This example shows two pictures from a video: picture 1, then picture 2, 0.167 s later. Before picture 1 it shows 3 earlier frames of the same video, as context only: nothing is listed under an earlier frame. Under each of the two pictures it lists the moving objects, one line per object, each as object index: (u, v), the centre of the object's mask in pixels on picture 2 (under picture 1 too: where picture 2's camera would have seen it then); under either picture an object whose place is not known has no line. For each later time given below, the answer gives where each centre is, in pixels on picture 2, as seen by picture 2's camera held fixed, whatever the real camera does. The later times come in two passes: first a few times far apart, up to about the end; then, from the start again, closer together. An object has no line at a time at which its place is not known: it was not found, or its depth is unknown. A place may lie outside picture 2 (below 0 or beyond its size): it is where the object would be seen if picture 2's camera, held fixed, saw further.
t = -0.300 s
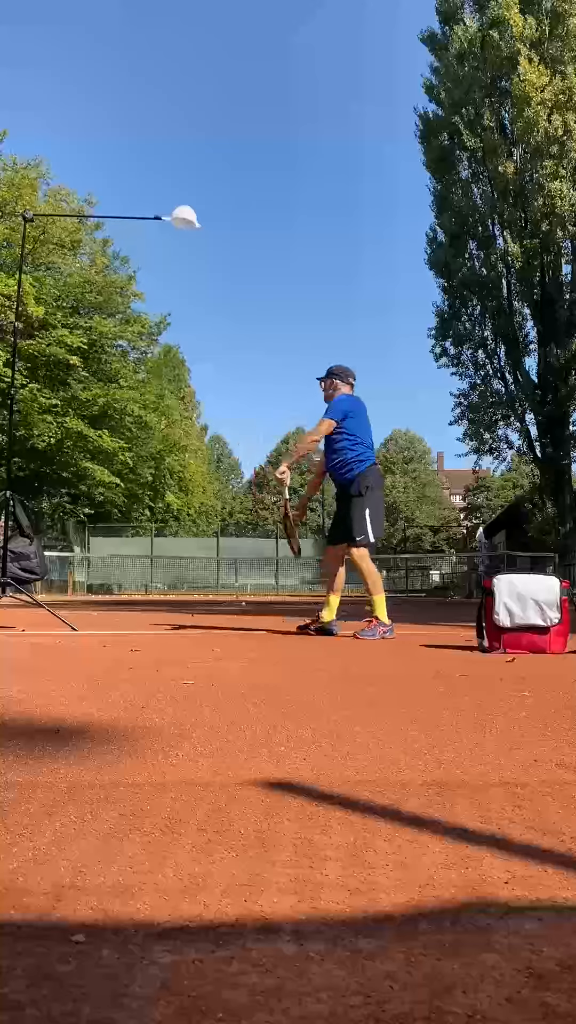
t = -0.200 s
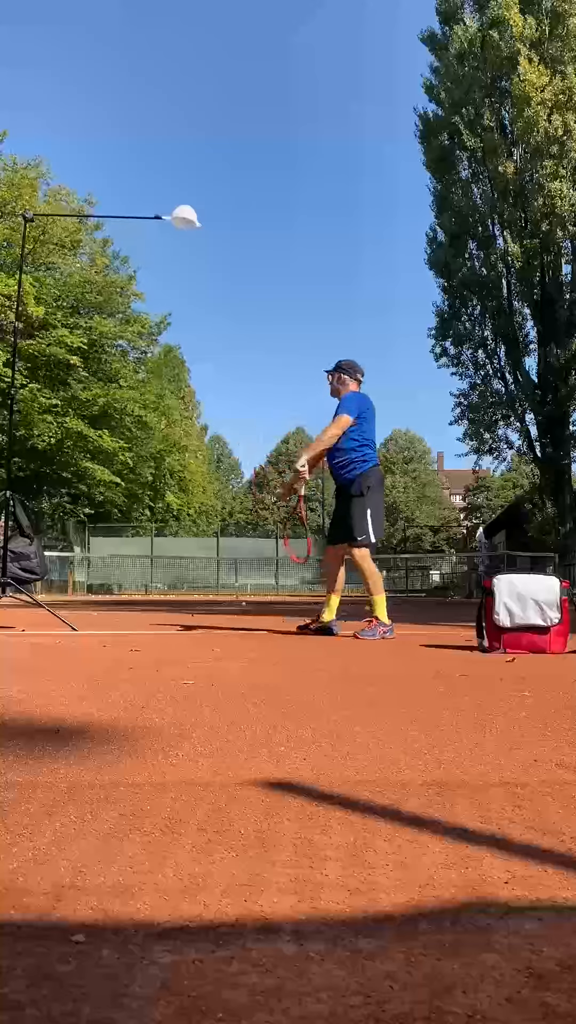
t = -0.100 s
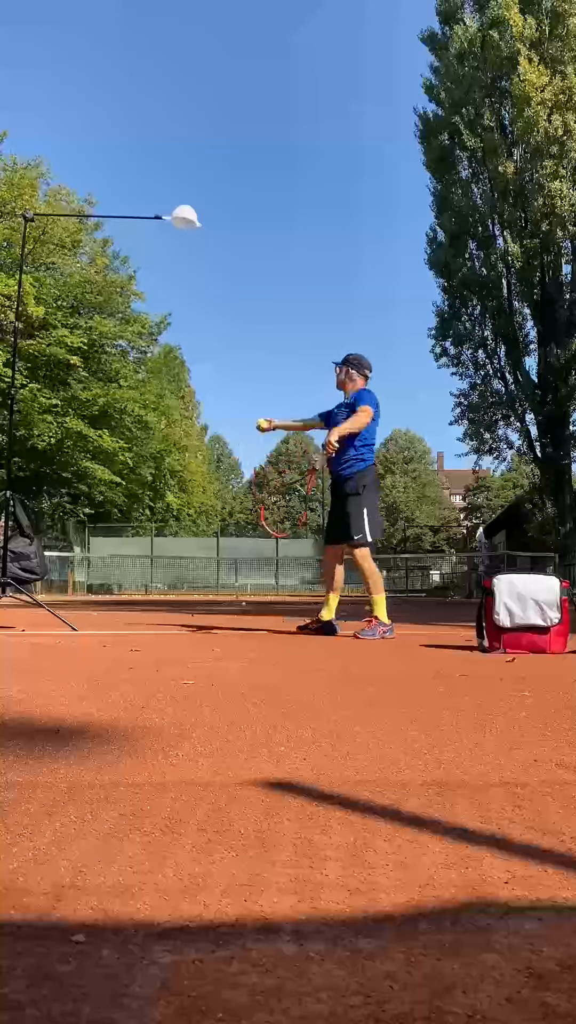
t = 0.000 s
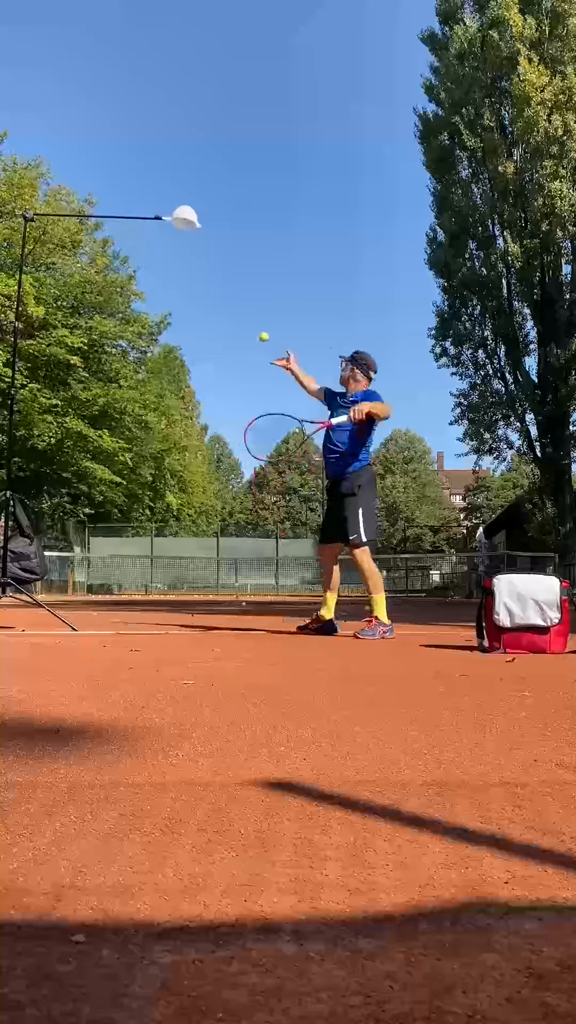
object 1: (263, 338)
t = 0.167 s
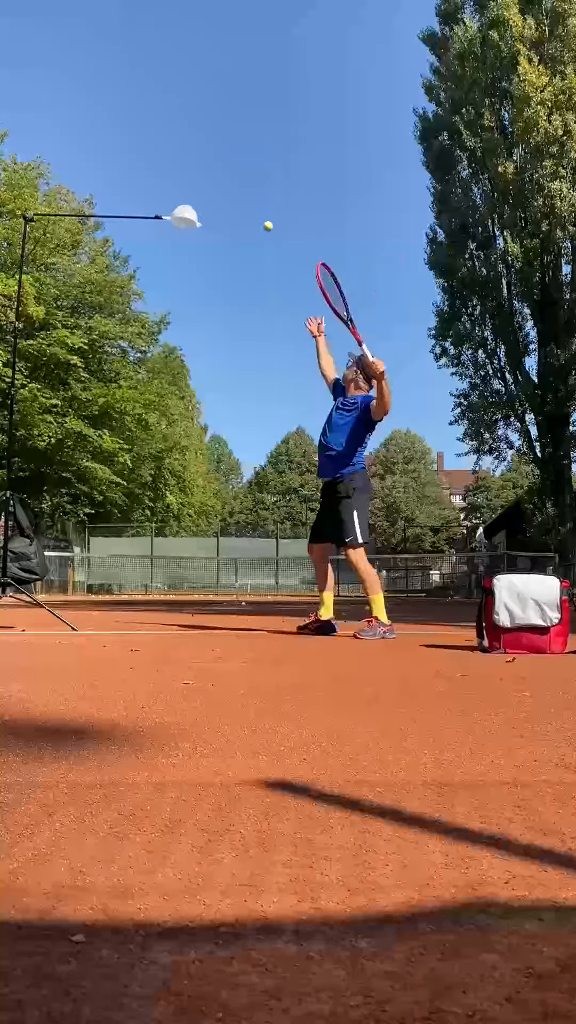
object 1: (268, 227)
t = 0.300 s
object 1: (270, 167)
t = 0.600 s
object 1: (277, 126)
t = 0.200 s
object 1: (268, 210)
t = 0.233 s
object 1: (269, 193)
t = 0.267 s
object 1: (269, 181)
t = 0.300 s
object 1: (270, 167)
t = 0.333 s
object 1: (271, 157)
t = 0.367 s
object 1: (272, 149)
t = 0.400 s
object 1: (273, 141)
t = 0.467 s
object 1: (274, 130)
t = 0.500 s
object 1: (276, 127)
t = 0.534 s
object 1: (276, 125)
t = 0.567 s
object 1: (277, 125)
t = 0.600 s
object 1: (277, 126)
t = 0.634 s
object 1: (278, 129)
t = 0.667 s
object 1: (279, 133)
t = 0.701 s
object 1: (279, 138)
